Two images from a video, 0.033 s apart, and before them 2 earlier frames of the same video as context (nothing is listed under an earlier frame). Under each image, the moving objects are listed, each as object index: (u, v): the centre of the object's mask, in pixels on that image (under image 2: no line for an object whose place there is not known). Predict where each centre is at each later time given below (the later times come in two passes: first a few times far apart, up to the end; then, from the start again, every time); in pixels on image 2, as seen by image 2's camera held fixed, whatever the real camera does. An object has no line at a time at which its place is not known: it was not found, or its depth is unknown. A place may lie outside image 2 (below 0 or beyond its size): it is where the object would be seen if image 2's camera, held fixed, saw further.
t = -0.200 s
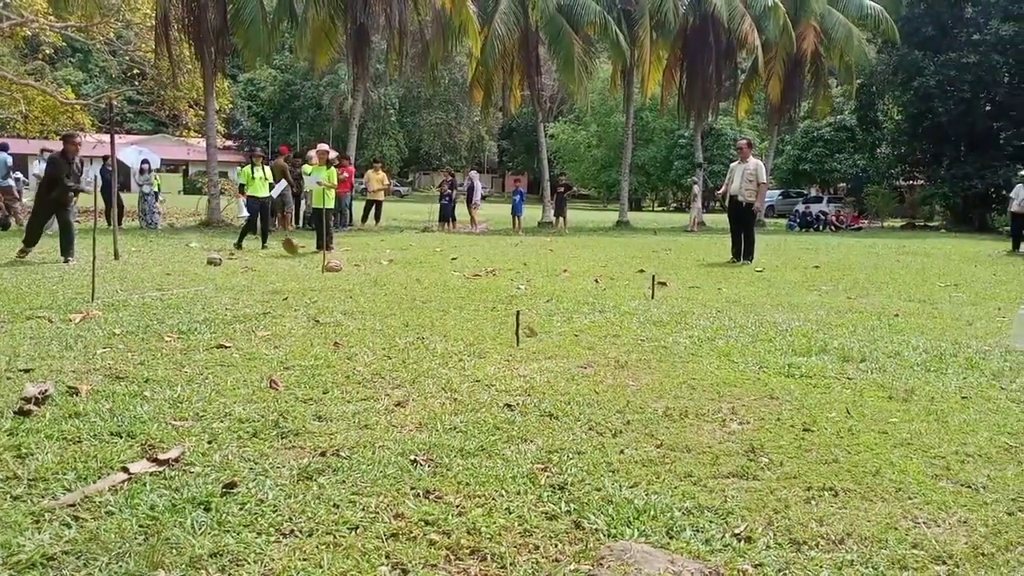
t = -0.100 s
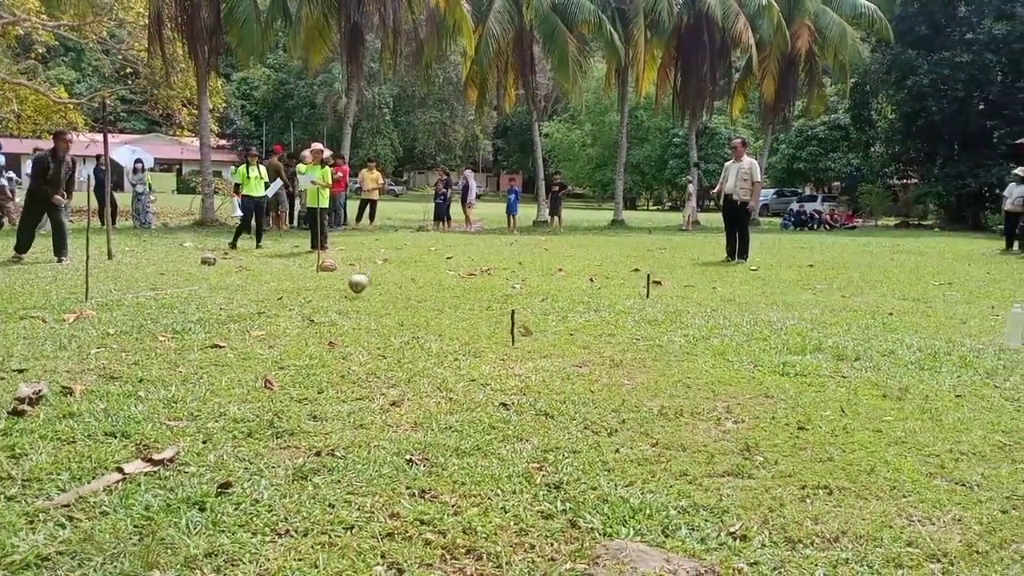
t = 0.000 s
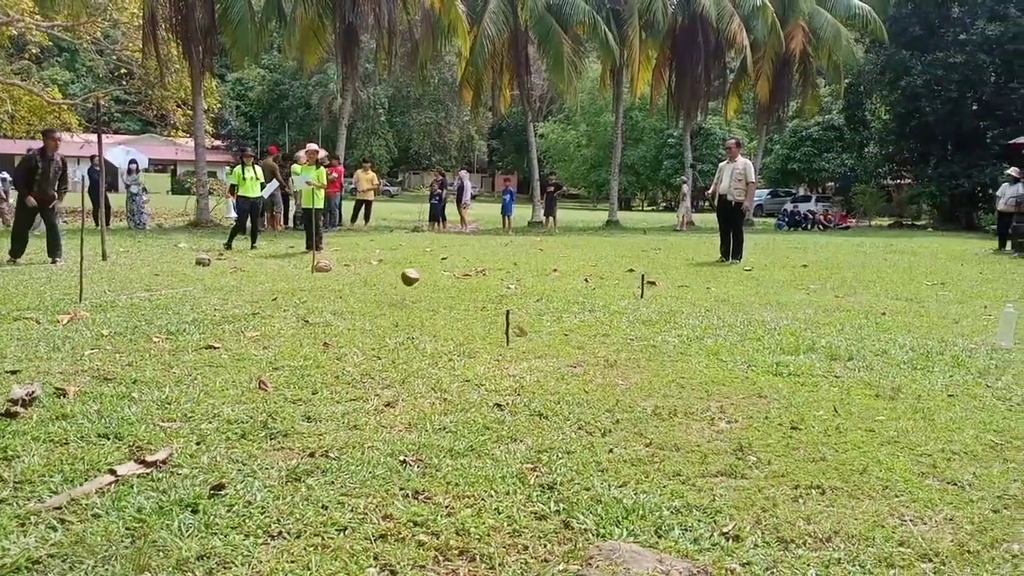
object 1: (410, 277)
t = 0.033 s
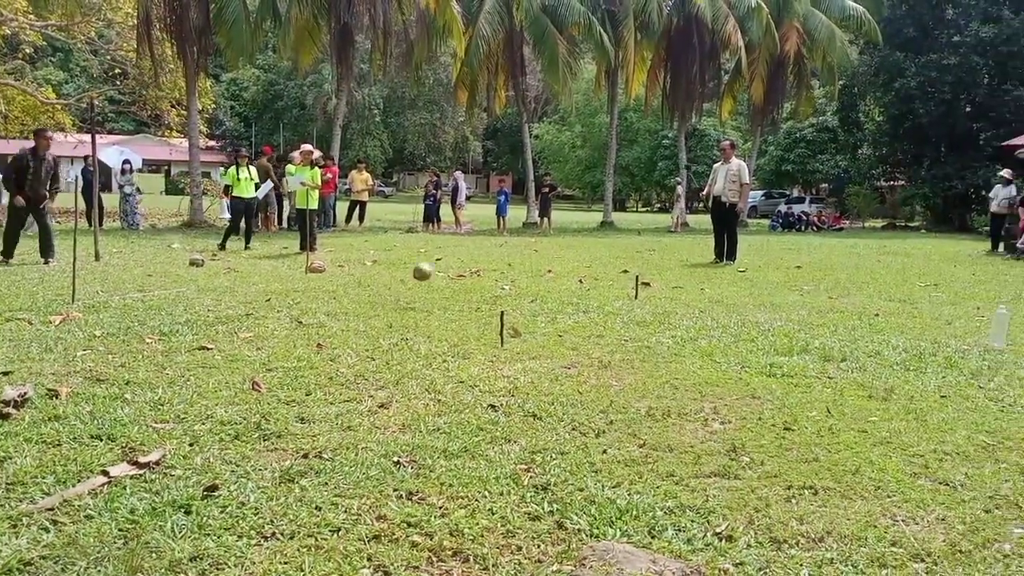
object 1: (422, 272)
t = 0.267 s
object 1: (559, 262)
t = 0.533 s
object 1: (738, 323)
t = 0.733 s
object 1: (865, 304)
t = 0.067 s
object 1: (441, 266)
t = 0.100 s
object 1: (459, 263)
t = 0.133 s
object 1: (477, 260)
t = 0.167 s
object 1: (498, 258)
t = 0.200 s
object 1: (517, 259)
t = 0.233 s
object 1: (537, 260)
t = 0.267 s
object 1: (559, 262)
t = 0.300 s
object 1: (580, 269)
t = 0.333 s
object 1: (601, 273)
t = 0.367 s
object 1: (625, 281)
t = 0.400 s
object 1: (646, 291)
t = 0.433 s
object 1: (670, 303)
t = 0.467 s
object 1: (691, 317)
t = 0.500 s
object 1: (716, 326)
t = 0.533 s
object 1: (738, 323)
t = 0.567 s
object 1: (756, 317)
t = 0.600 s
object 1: (778, 309)
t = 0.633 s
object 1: (801, 306)
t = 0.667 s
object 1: (821, 305)
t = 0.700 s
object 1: (842, 304)
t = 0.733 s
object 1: (865, 304)
